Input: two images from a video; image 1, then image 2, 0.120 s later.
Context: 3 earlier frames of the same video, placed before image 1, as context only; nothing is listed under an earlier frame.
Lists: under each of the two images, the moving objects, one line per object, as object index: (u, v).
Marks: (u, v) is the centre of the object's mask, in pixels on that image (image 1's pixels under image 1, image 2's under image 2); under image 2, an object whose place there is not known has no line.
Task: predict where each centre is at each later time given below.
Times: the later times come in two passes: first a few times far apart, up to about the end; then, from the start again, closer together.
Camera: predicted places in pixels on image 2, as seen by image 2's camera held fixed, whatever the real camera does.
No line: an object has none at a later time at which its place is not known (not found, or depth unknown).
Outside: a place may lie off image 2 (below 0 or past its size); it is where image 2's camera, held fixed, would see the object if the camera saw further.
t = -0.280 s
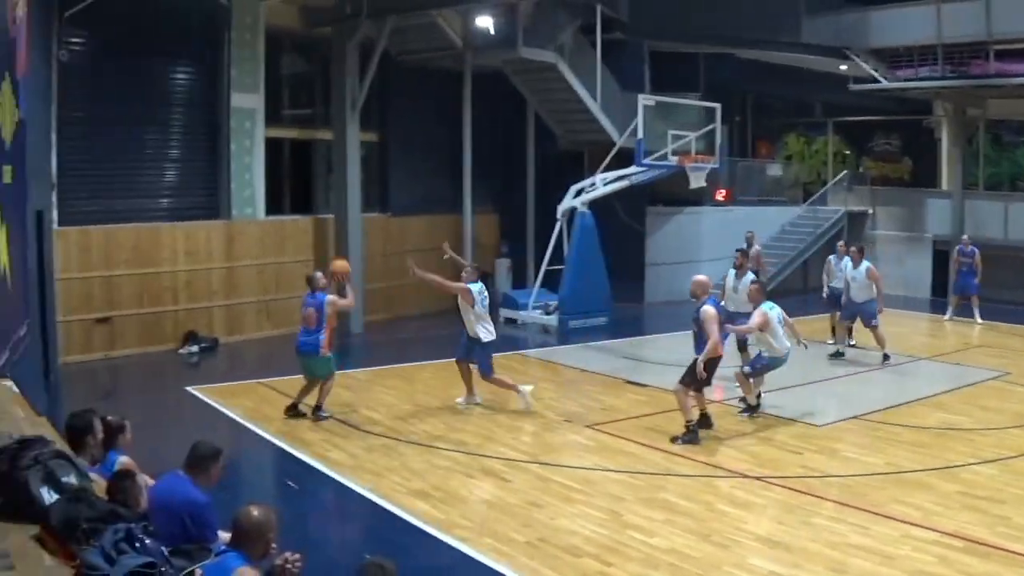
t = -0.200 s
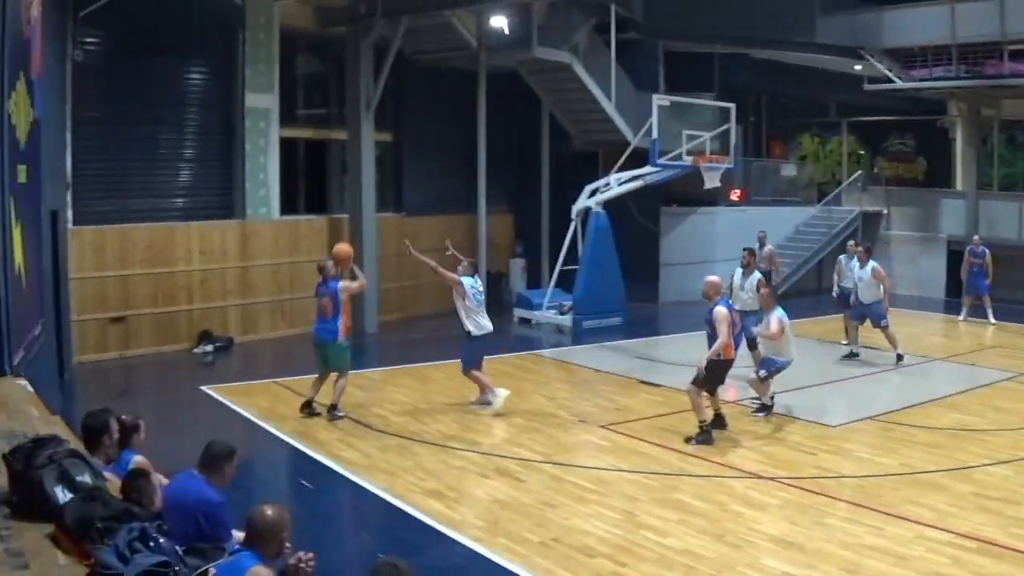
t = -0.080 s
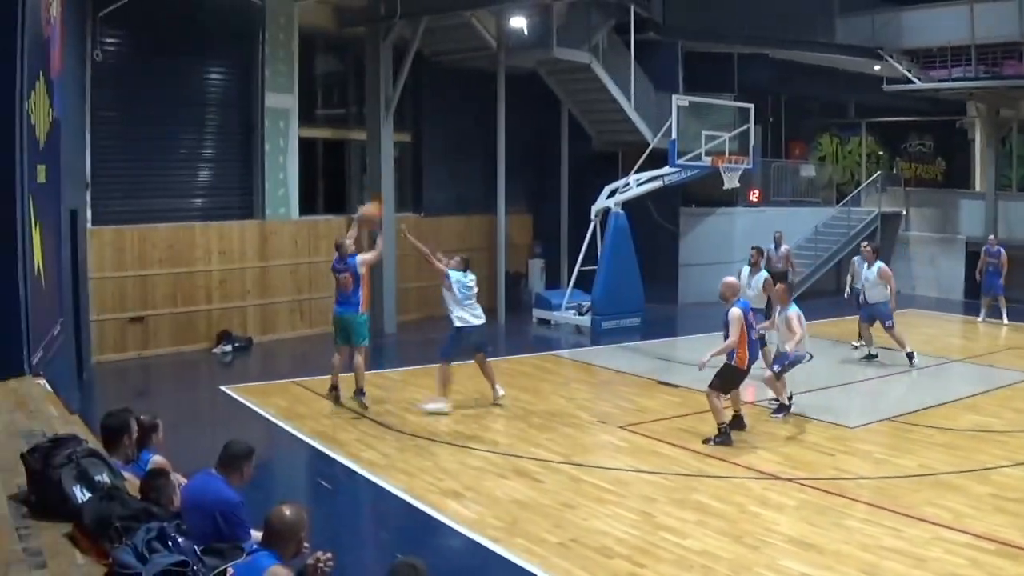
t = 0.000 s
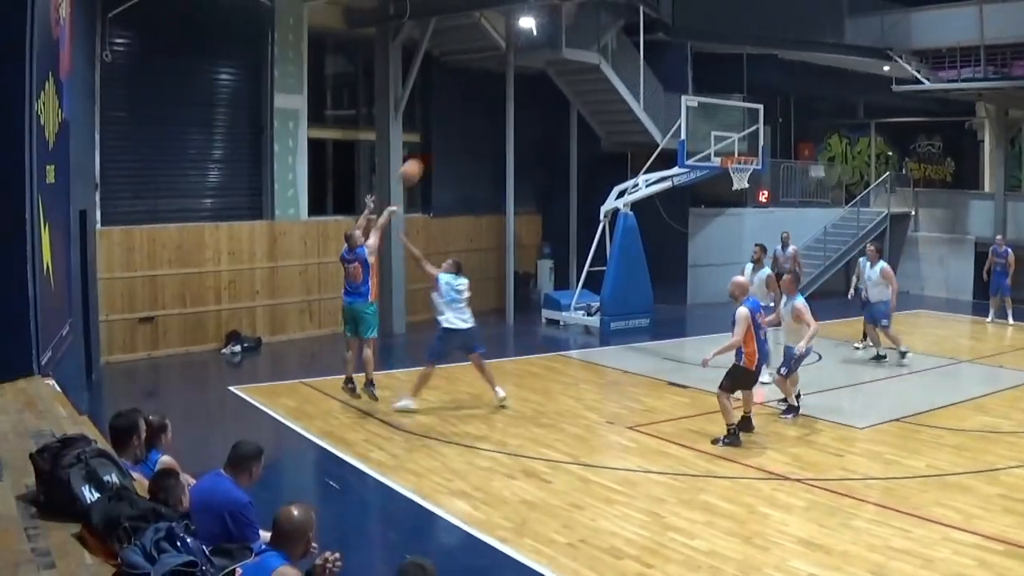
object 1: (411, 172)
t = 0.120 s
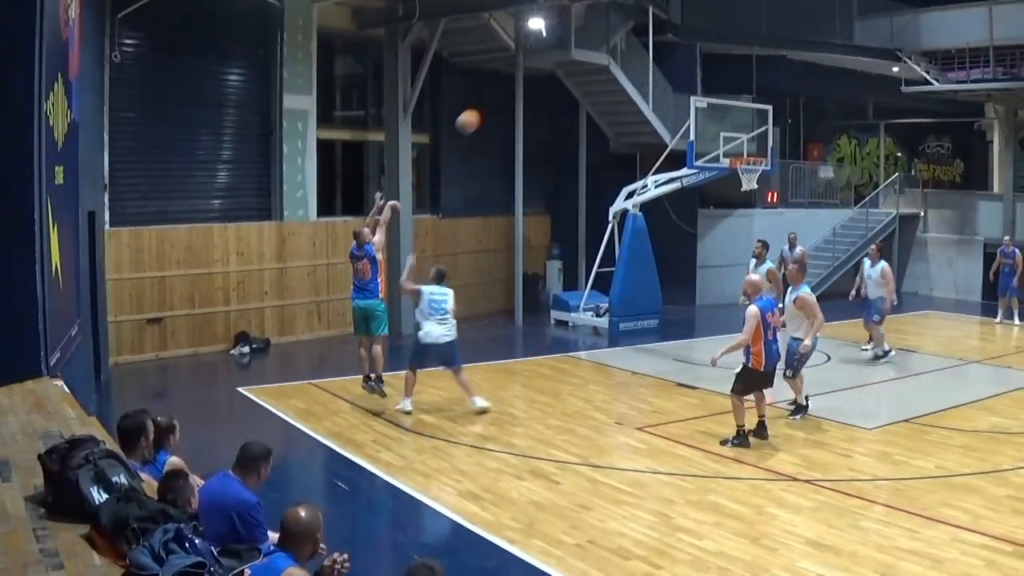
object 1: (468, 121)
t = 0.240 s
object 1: (515, 85)
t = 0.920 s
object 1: (711, 104)
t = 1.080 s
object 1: (745, 148)
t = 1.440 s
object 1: (749, 202)
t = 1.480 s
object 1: (745, 209)
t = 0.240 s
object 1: (515, 85)
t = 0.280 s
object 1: (530, 76)
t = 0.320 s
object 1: (543, 69)
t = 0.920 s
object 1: (711, 104)
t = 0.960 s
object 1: (718, 114)
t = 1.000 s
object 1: (728, 125)
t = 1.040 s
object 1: (737, 137)
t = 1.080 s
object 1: (745, 148)
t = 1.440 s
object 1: (749, 202)
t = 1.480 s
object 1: (745, 209)
